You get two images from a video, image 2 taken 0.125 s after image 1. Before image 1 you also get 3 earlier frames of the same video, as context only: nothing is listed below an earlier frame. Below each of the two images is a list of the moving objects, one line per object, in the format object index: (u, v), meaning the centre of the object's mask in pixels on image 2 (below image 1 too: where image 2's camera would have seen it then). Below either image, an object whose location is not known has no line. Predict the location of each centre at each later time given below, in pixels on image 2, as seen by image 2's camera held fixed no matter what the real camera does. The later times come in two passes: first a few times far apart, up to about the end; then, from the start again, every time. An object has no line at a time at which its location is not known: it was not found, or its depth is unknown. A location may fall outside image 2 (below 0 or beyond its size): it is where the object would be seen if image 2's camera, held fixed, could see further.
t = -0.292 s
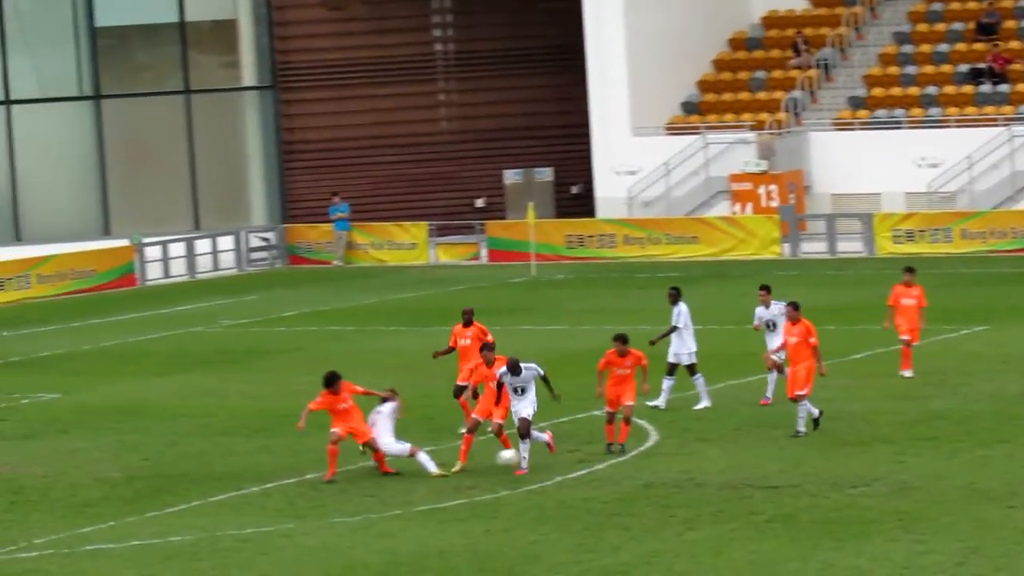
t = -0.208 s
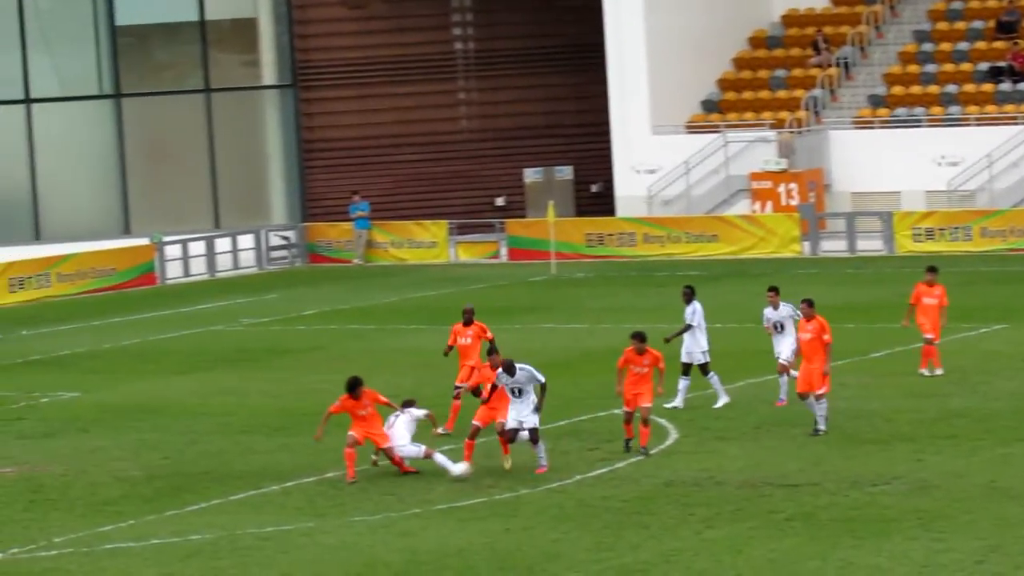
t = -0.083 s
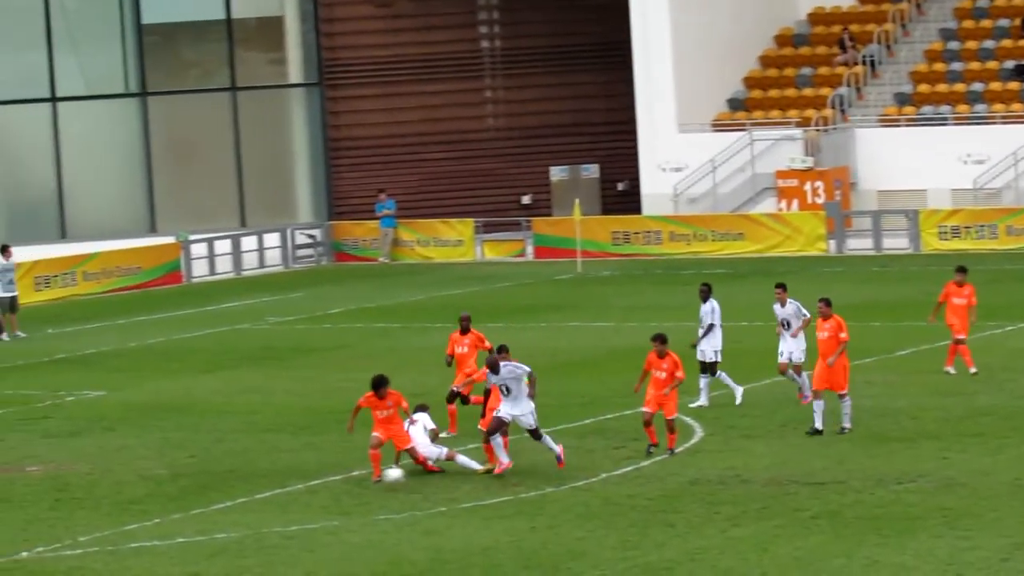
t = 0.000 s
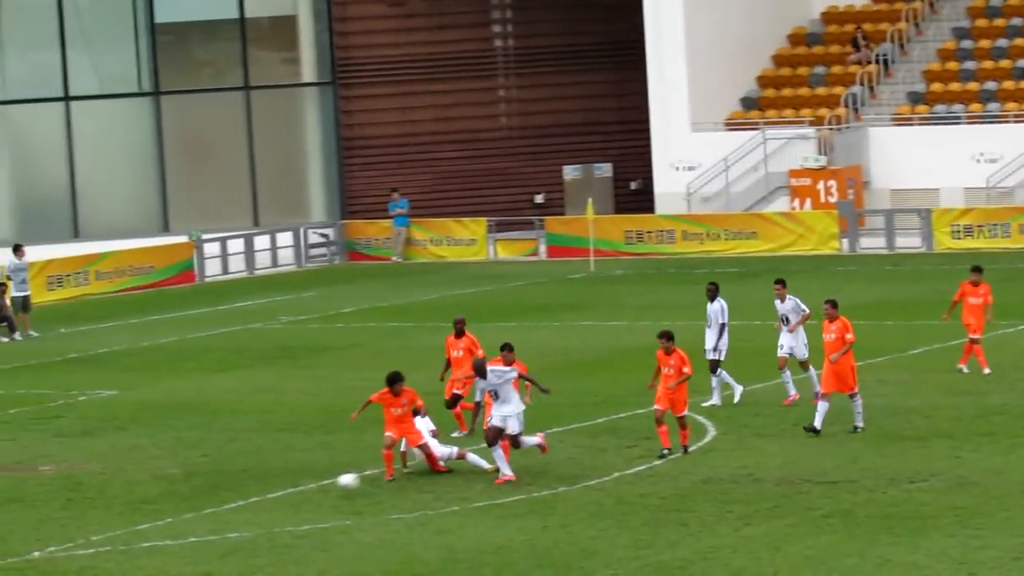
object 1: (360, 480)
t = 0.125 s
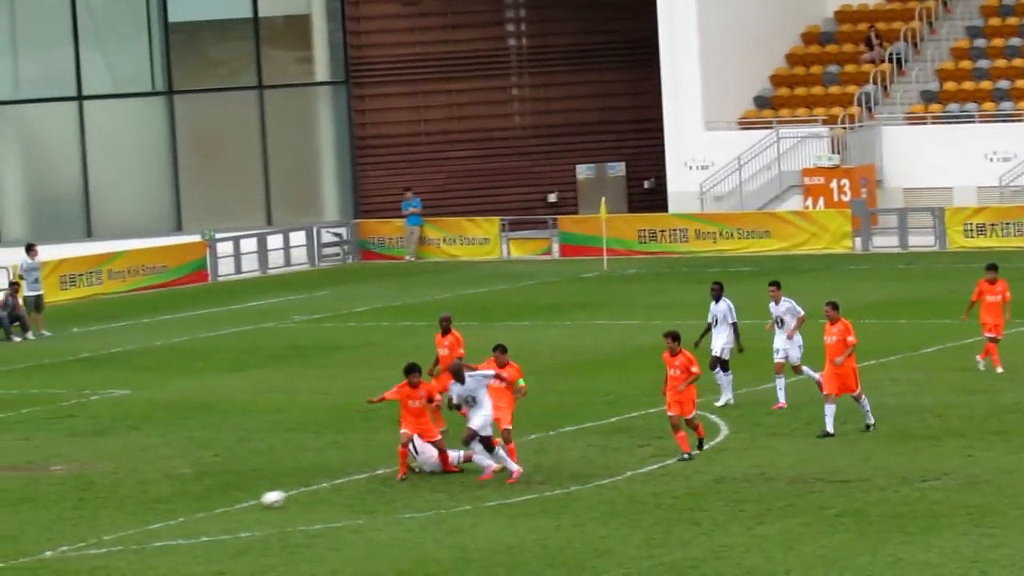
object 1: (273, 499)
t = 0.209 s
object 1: (224, 498)
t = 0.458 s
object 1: (82, 525)
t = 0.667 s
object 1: (-8, 531)
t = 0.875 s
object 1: (-96, 552)
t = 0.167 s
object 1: (248, 498)
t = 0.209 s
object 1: (224, 498)
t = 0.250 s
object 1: (200, 498)
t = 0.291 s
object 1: (176, 501)
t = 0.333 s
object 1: (152, 505)
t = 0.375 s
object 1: (129, 510)
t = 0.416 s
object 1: (106, 518)
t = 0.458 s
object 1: (82, 525)
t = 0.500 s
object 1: (64, 524)
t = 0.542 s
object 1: (46, 524)
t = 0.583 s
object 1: (28, 525)
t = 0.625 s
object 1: (10, 528)
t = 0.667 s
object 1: (-8, 531)
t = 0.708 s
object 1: (-25, 537)
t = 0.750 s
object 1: (-43, 545)
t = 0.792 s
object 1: (-60, 548)
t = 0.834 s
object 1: (-78, 549)
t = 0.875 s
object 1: (-96, 552)
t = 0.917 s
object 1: (-114, 556)
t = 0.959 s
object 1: (-131, 560)
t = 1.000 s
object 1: (-149, 562)
